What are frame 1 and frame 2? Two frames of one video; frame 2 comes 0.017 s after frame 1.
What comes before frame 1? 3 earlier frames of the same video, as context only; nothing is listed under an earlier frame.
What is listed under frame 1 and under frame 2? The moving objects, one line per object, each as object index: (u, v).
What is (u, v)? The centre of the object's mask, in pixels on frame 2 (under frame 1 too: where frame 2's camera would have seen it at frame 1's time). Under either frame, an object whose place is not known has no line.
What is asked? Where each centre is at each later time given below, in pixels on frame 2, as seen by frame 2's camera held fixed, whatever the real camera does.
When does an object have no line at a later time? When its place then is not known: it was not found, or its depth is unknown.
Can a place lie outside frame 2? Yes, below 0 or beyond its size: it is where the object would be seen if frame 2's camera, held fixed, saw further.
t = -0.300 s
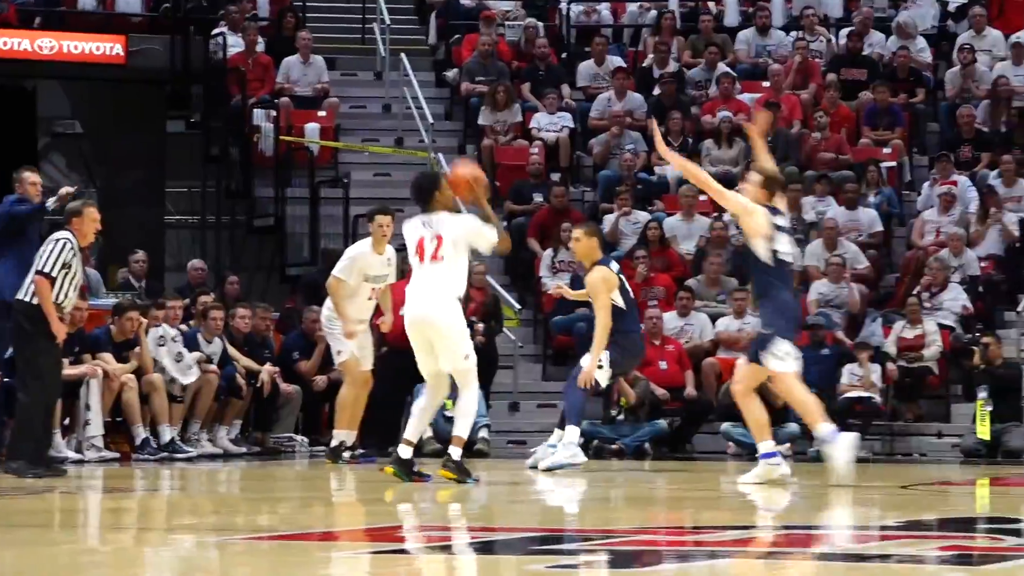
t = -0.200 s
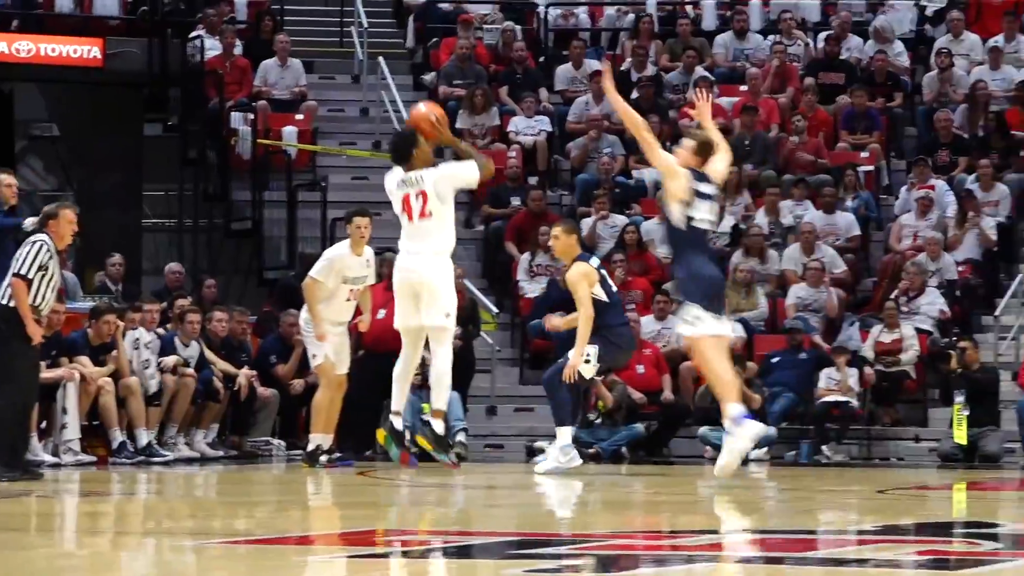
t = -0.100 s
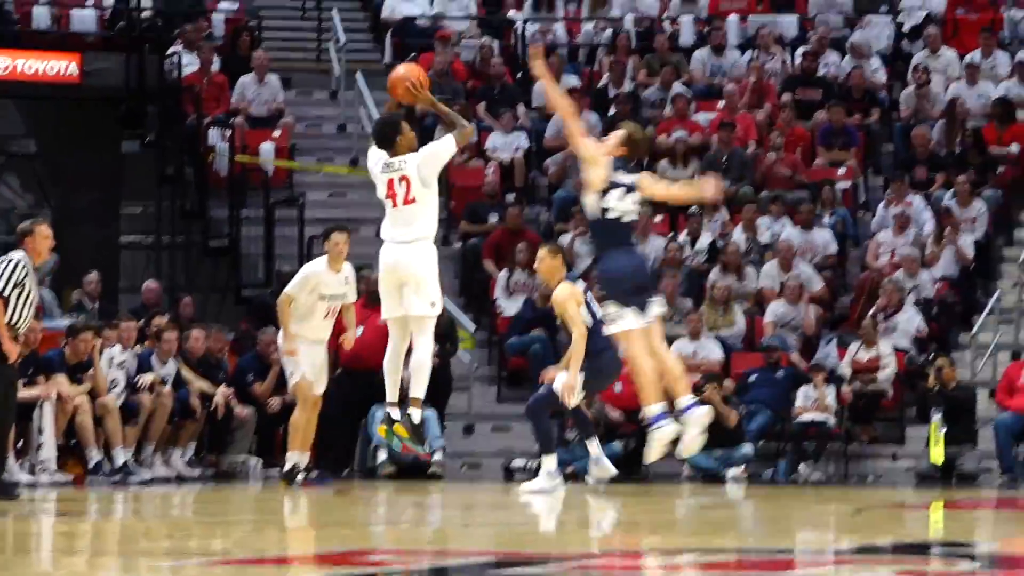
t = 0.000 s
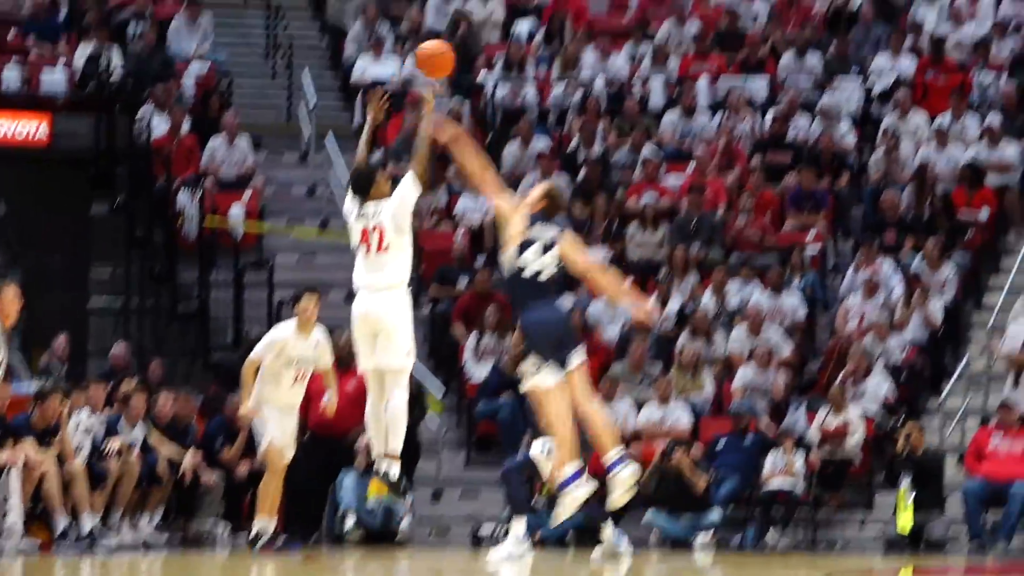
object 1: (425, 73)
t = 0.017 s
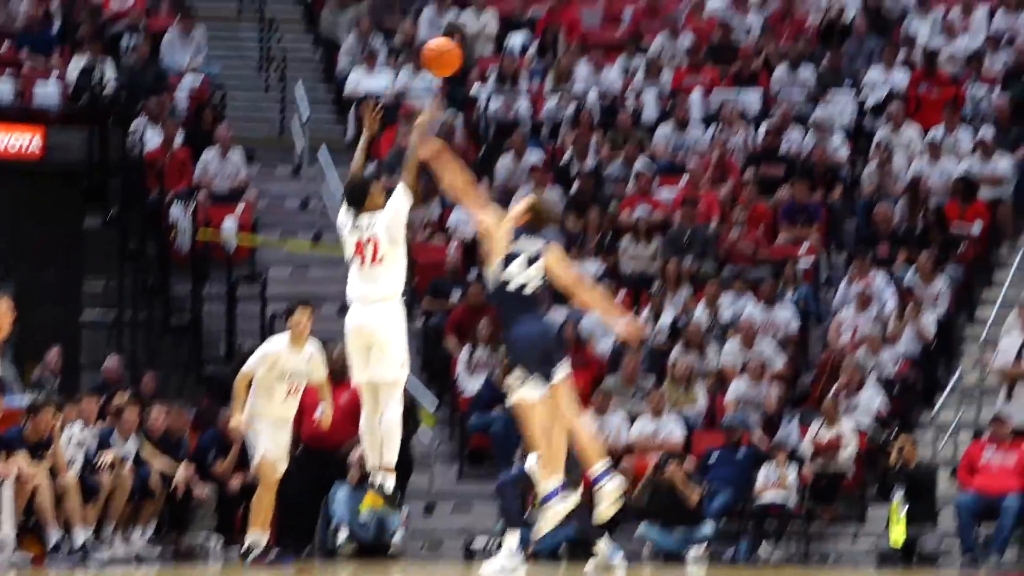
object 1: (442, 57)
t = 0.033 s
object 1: (459, 44)
